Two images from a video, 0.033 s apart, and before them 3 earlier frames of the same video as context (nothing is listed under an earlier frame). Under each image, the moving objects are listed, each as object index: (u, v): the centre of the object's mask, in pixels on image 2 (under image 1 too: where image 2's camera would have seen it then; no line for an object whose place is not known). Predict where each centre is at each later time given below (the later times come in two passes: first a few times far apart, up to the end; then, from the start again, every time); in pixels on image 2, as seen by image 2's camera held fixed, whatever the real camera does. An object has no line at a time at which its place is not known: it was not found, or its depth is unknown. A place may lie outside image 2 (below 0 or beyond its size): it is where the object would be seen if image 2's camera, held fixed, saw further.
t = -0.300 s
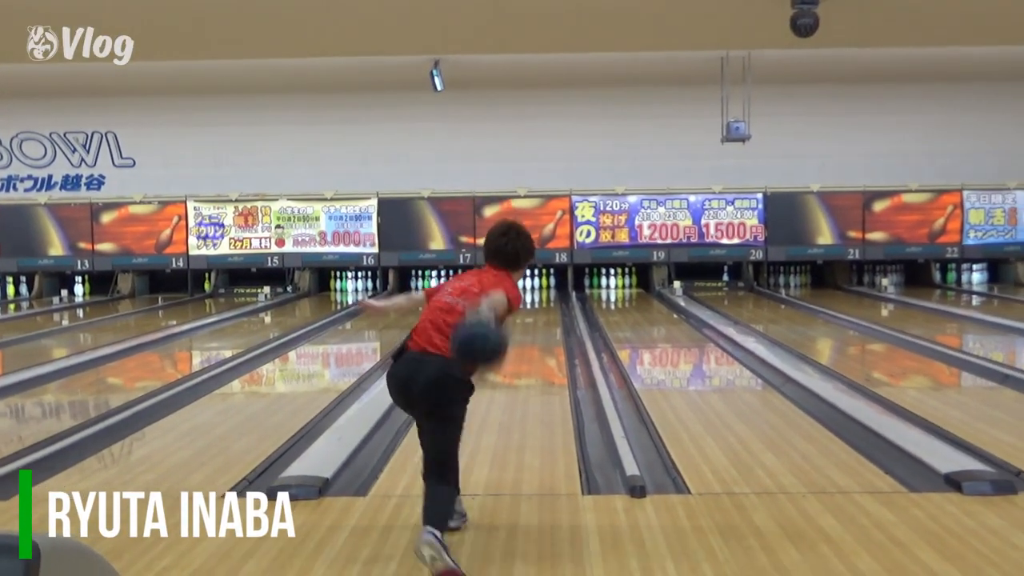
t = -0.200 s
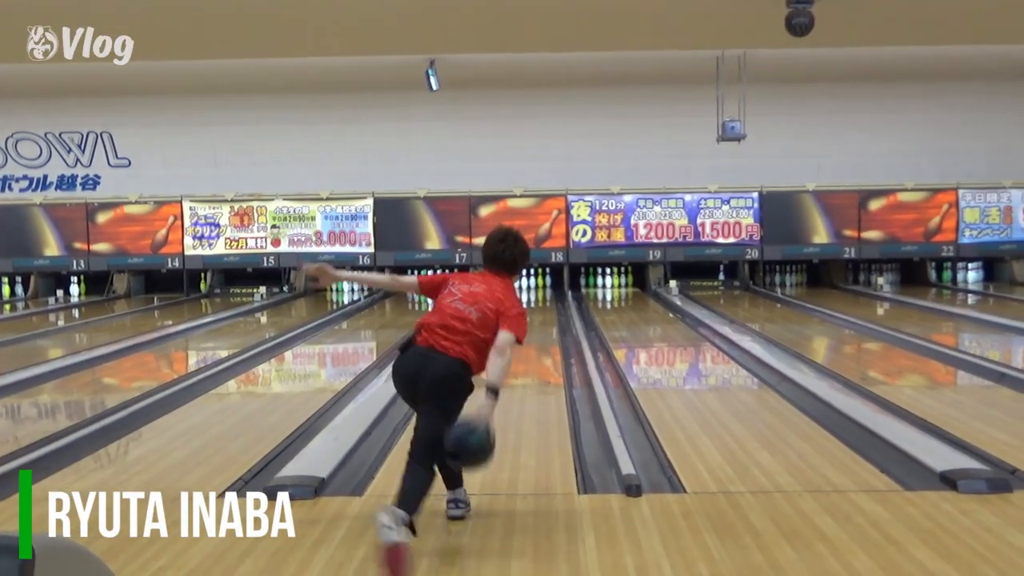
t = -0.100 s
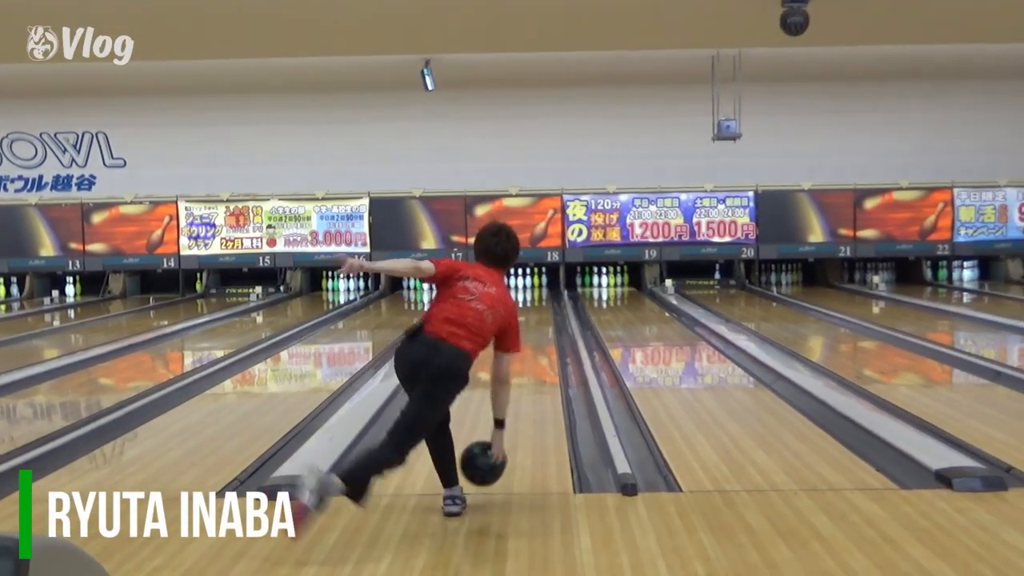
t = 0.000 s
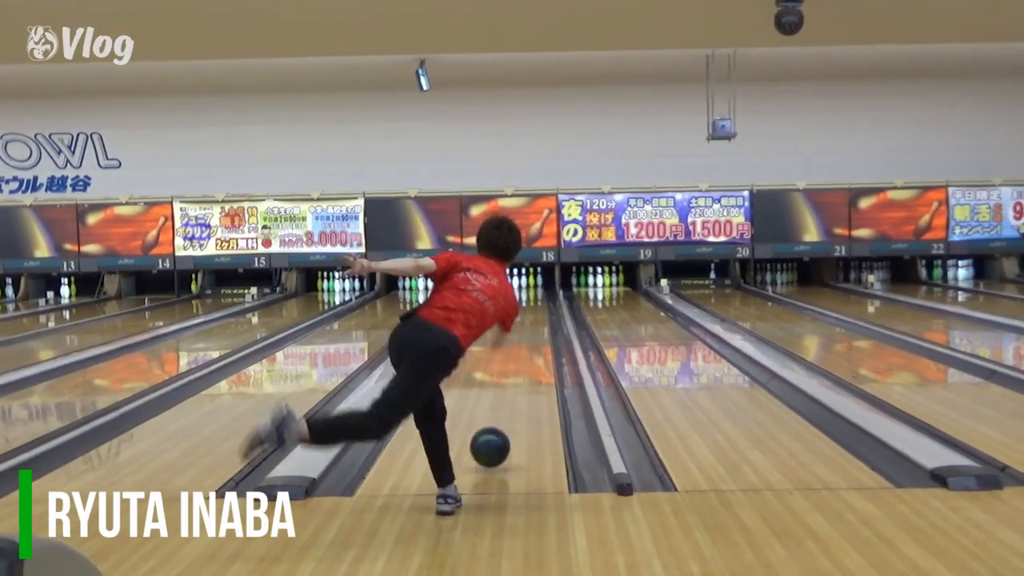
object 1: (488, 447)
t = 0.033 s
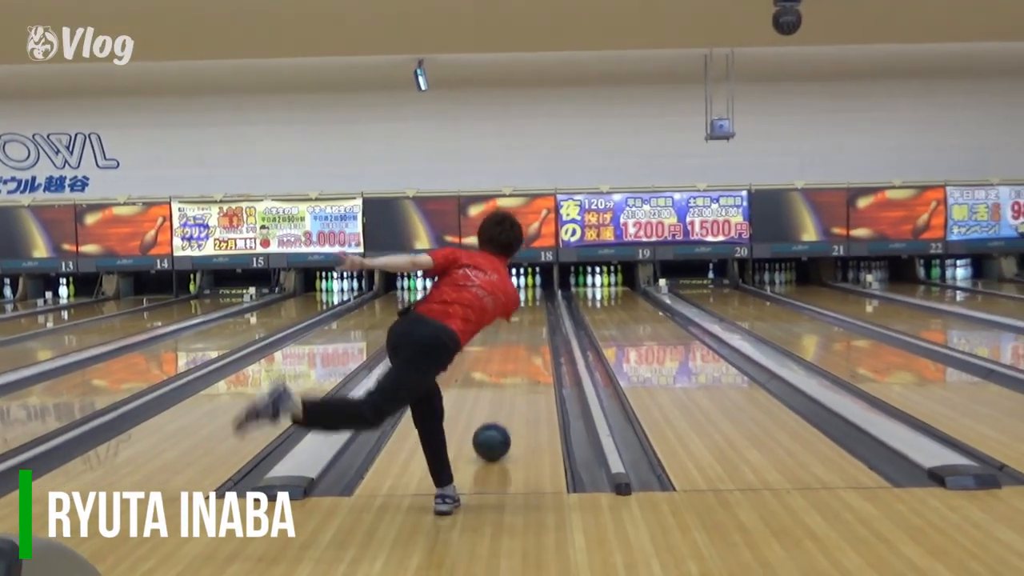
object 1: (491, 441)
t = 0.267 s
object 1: (506, 394)
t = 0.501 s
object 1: (515, 363)
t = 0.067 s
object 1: (494, 433)
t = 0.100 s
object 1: (497, 426)
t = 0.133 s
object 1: (499, 418)
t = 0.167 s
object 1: (501, 412)
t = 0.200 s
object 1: (503, 405)
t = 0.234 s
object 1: (505, 399)
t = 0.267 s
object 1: (506, 394)
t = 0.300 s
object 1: (508, 389)
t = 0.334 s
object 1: (509, 384)
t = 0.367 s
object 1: (511, 379)
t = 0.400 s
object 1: (512, 374)
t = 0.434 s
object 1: (513, 370)
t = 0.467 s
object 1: (514, 367)
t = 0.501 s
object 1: (515, 363)
